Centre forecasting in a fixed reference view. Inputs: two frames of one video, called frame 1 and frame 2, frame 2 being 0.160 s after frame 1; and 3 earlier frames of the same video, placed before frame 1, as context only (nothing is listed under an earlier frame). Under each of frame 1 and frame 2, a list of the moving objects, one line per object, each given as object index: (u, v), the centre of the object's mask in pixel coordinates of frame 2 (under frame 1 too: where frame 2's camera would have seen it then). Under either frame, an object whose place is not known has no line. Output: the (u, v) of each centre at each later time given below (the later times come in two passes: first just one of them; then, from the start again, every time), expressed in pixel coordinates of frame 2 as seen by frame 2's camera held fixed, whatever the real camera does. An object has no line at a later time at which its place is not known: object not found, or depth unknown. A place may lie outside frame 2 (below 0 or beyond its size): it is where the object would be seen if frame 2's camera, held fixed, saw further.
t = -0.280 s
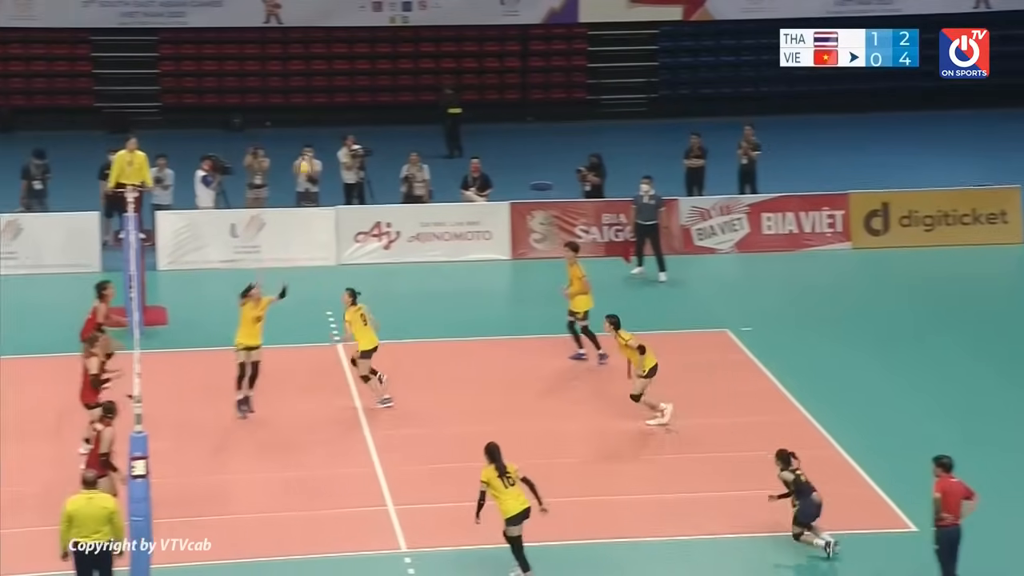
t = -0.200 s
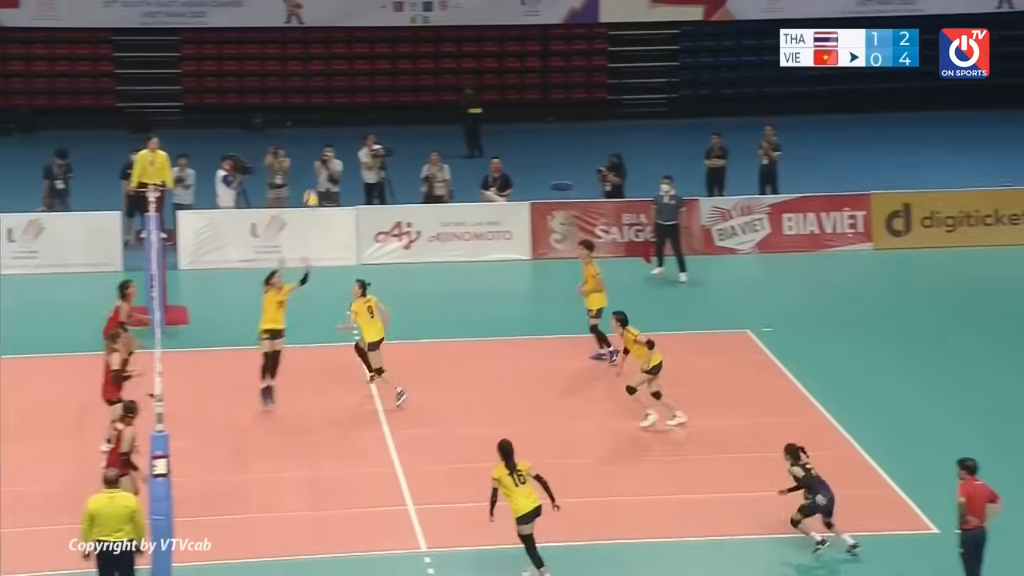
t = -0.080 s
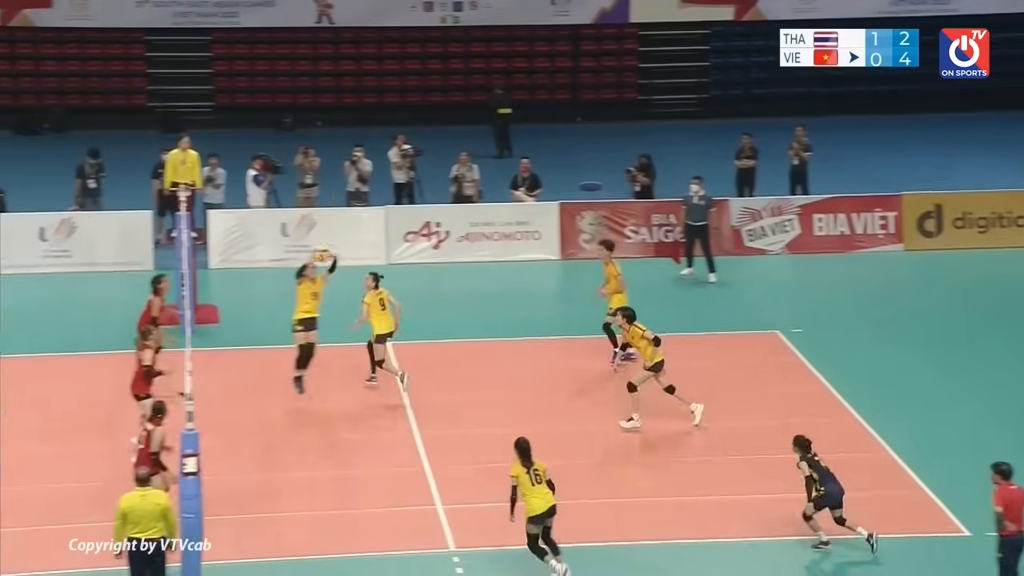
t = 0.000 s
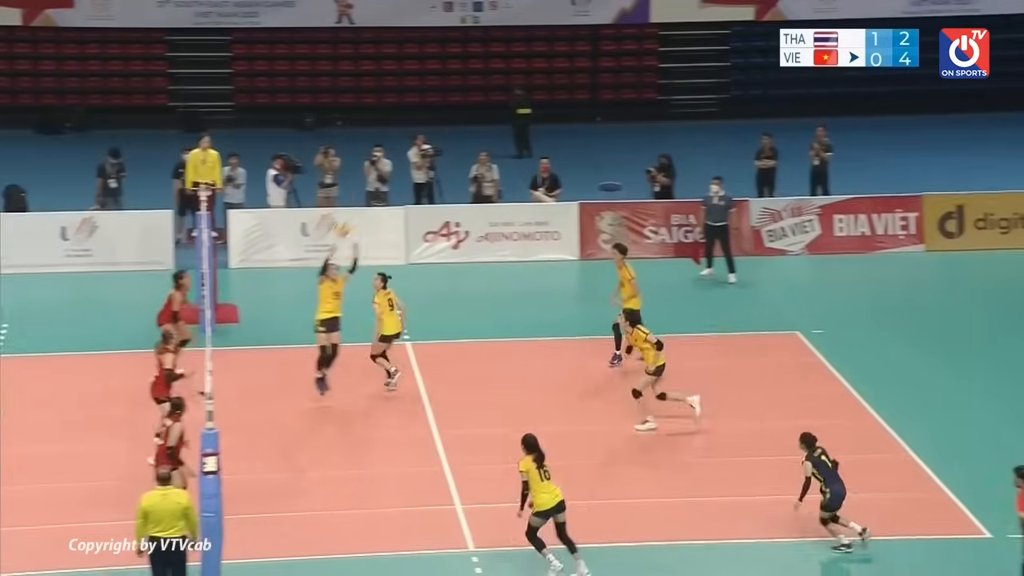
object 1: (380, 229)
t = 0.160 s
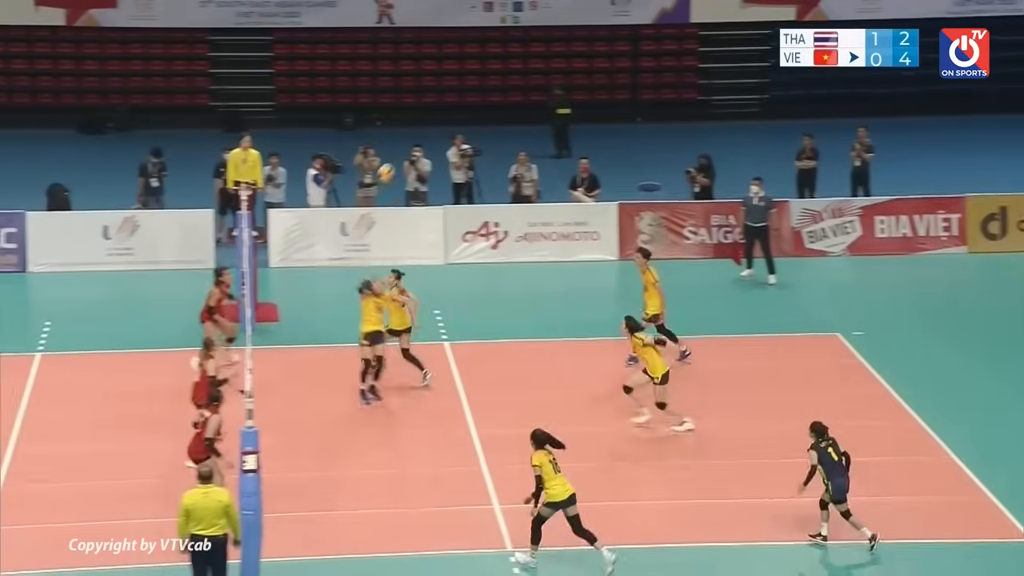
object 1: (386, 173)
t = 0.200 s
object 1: (387, 161)
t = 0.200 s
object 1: (387, 161)
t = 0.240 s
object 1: (389, 151)
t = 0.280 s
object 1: (390, 142)
